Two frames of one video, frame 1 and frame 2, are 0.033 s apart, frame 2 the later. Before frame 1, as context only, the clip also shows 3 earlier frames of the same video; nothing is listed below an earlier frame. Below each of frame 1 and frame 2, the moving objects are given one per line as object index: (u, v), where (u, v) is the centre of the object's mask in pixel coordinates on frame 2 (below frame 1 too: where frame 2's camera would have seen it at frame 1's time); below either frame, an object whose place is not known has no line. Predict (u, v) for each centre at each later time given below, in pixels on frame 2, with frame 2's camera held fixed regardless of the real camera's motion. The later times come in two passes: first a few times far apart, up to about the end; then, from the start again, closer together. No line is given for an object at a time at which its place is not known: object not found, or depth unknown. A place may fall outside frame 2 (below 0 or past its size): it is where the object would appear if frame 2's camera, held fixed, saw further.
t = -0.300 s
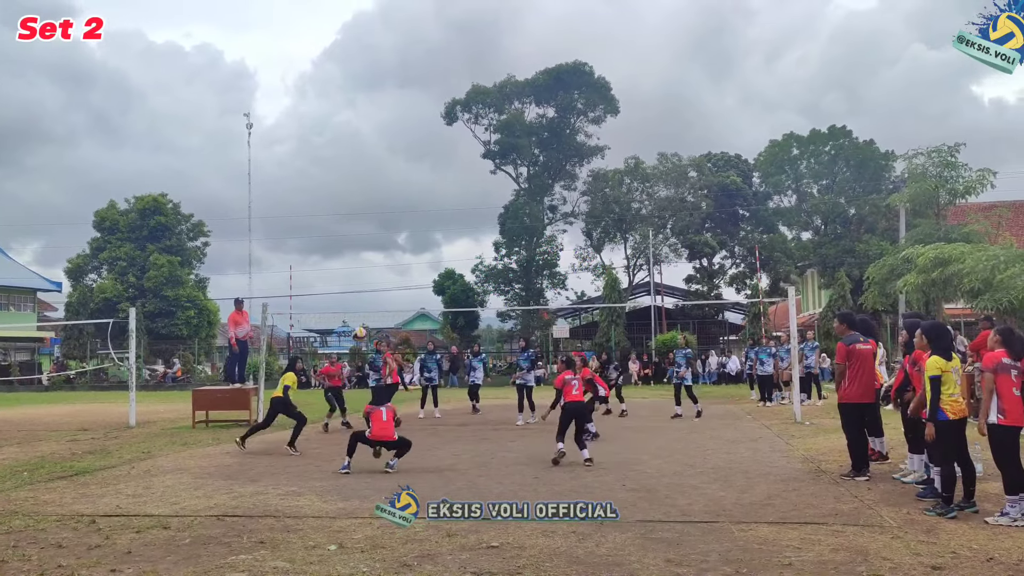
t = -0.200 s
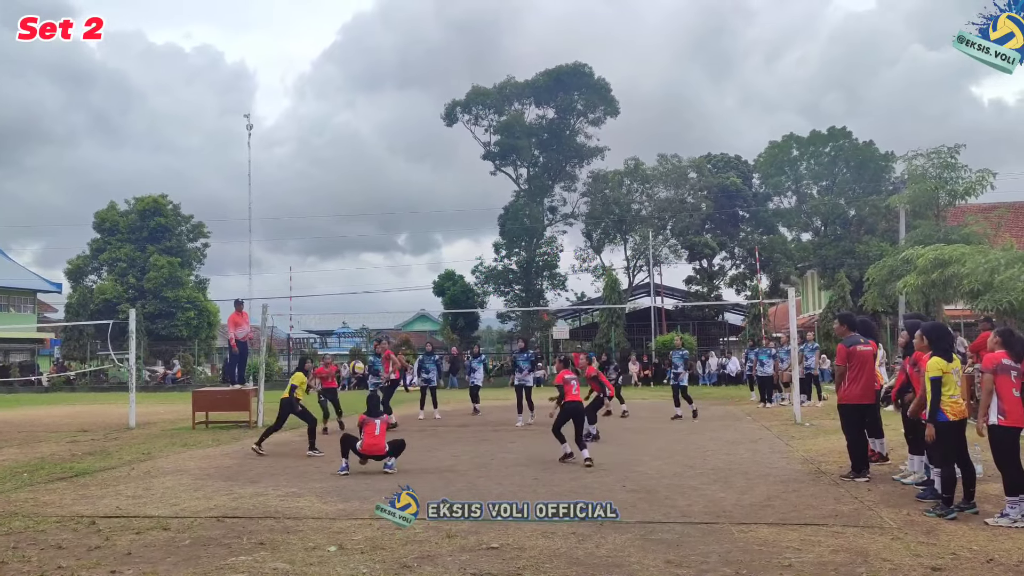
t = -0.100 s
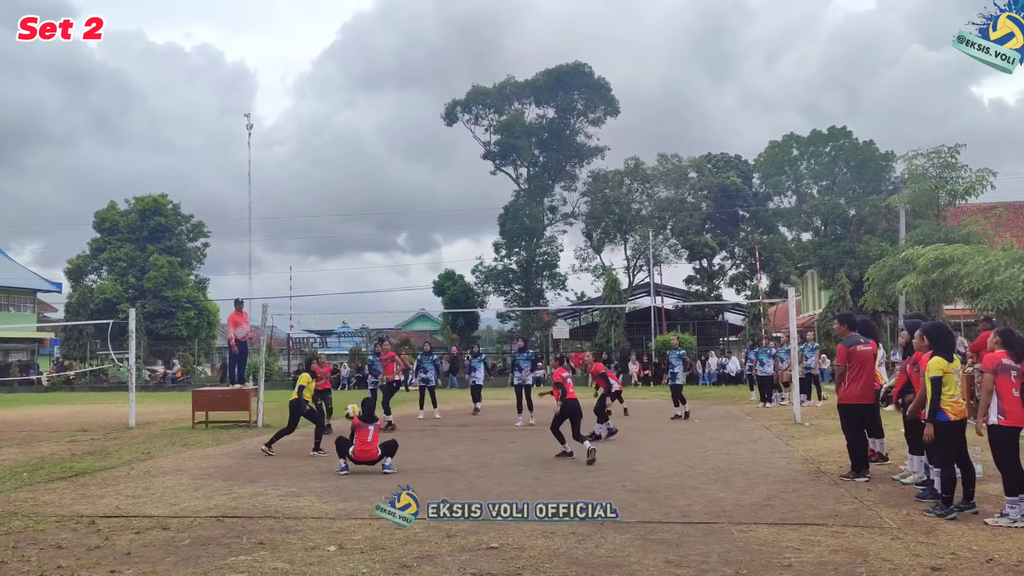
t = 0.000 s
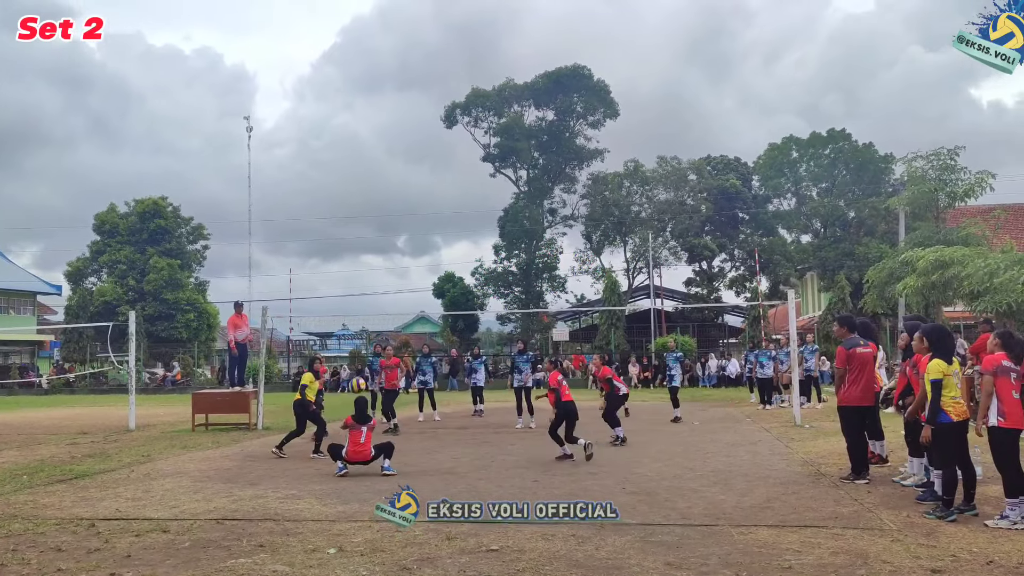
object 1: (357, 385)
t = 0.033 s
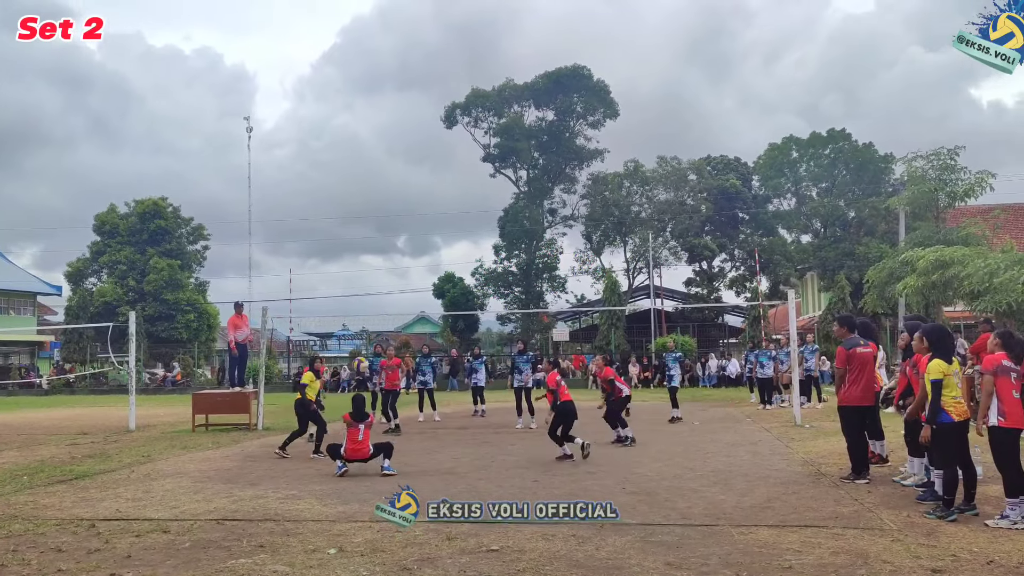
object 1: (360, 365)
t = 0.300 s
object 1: (381, 237)
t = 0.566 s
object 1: (398, 170)
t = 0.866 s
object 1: (415, 156)
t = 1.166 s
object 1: (430, 199)
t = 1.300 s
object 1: (436, 235)
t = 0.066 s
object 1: (362, 344)
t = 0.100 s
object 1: (366, 326)
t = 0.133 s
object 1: (369, 310)
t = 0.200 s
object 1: (374, 277)
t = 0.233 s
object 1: (376, 263)
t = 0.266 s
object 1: (379, 249)
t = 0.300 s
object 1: (381, 237)
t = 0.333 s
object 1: (383, 225)
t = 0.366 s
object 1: (385, 215)
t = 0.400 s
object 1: (387, 205)
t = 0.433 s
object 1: (390, 196)
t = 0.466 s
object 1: (392, 188)
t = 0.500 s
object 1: (394, 181)
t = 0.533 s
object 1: (396, 175)
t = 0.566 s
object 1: (398, 170)
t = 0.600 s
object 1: (400, 165)
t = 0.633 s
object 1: (402, 161)
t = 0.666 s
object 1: (404, 159)
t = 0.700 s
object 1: (406, 156)
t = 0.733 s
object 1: (408, 154)
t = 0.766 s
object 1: (410, 154)
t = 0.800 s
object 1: (411, 154)
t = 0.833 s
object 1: (414, 154)
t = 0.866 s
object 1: (415, 156)
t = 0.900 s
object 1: (417, 158)
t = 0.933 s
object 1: (419, 161)
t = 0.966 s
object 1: (421, 164)
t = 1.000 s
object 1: (422, 168)
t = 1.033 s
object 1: (424, 173)
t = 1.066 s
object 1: (425, 178)
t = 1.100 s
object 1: (427, 184)
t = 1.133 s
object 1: (429, 191)
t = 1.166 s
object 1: (430, 199)
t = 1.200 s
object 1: (432, 207)
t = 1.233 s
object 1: (433, 215)
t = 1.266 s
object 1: (434, 225)
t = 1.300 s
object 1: (436, 235)
